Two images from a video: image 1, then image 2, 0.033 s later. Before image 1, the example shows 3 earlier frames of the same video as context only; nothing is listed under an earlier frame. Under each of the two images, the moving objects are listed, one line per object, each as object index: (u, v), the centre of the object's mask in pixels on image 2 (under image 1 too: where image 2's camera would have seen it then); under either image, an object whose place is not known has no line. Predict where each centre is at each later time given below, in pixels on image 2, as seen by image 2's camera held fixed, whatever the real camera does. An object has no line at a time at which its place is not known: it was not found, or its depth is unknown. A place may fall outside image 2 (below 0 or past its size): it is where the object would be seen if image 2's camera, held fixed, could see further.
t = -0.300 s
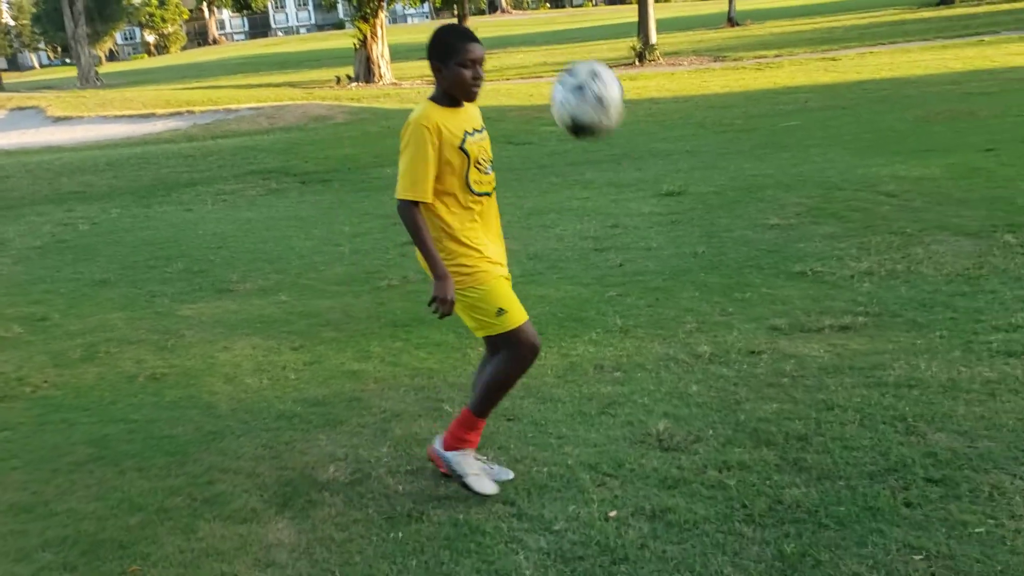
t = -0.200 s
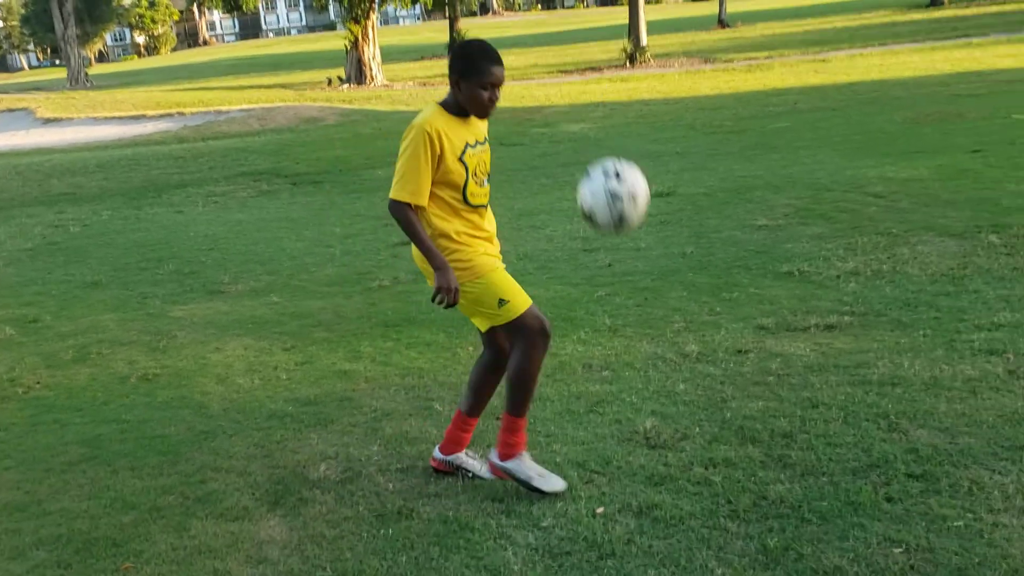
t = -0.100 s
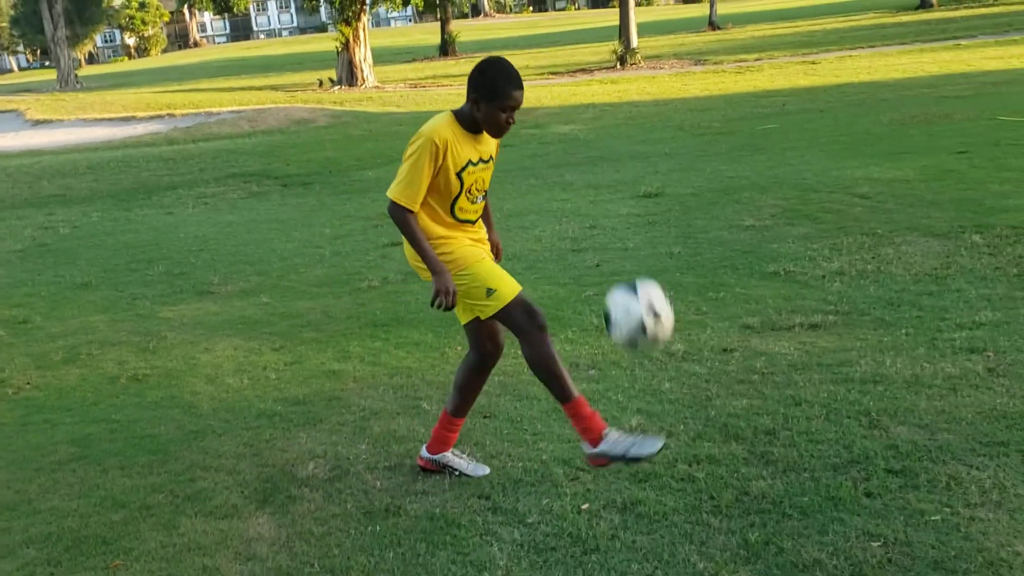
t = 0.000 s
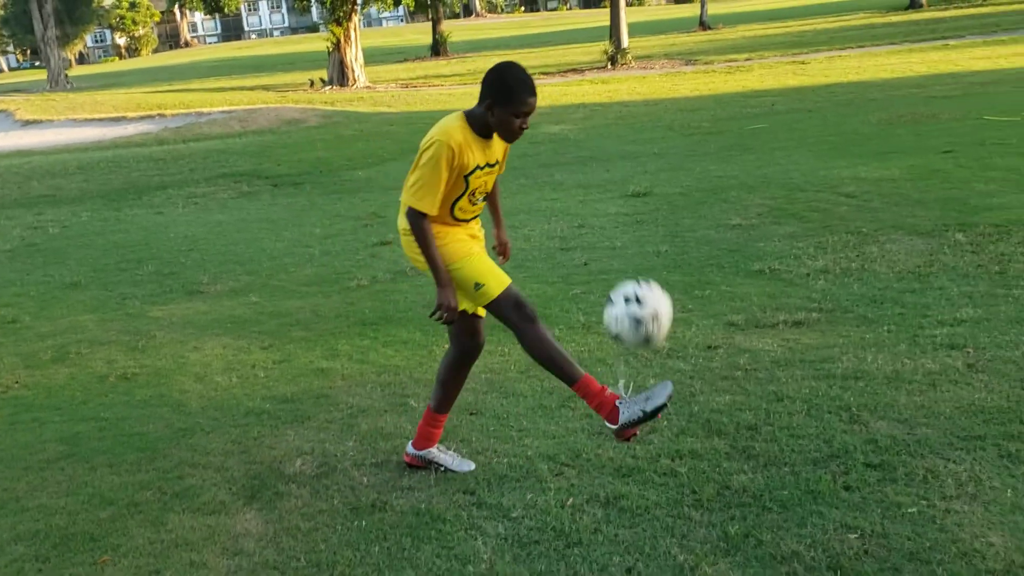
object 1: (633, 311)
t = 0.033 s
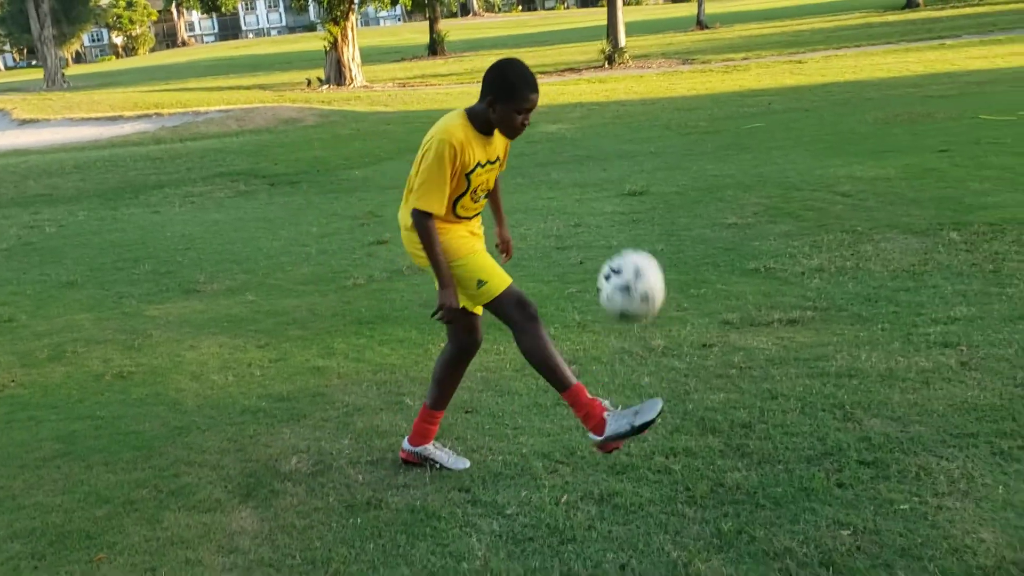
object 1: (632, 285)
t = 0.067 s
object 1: (631, 262)
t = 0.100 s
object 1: (630, 240)
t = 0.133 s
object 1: (630, 223)
